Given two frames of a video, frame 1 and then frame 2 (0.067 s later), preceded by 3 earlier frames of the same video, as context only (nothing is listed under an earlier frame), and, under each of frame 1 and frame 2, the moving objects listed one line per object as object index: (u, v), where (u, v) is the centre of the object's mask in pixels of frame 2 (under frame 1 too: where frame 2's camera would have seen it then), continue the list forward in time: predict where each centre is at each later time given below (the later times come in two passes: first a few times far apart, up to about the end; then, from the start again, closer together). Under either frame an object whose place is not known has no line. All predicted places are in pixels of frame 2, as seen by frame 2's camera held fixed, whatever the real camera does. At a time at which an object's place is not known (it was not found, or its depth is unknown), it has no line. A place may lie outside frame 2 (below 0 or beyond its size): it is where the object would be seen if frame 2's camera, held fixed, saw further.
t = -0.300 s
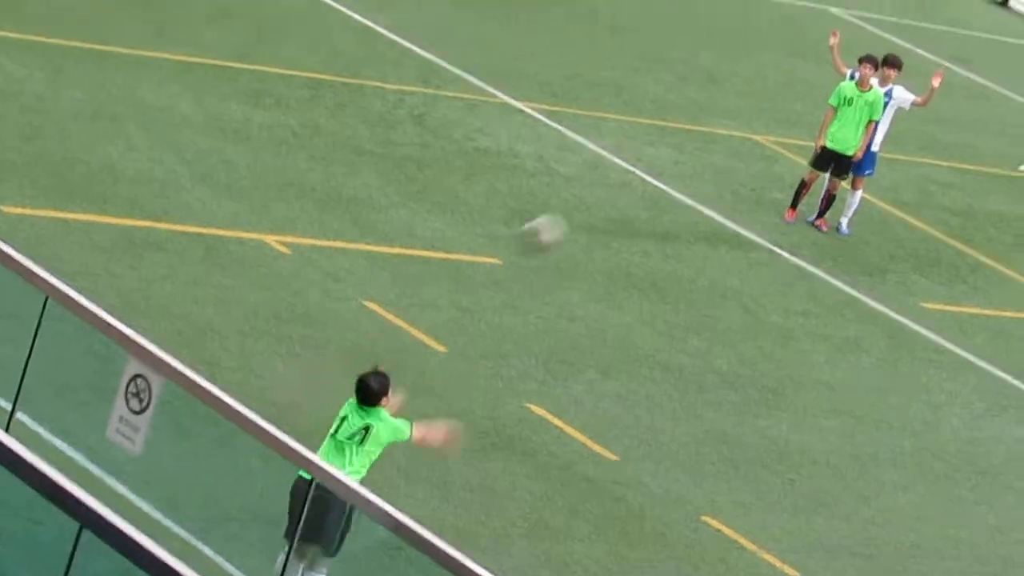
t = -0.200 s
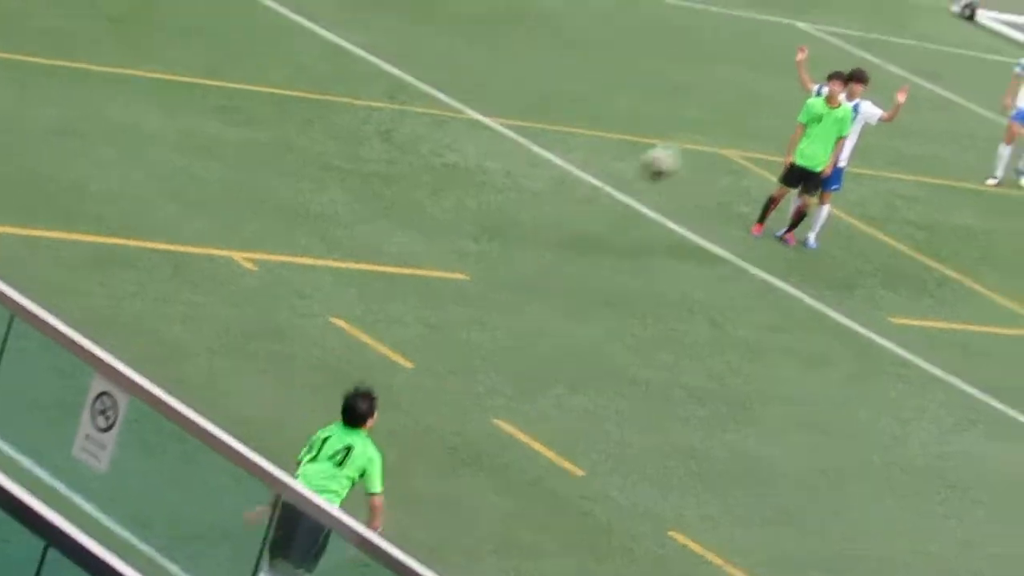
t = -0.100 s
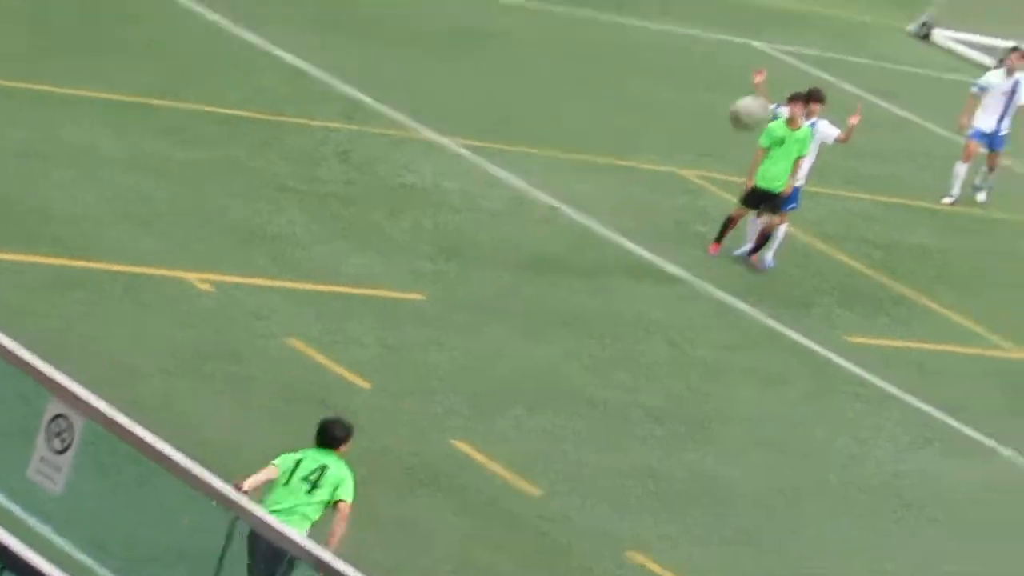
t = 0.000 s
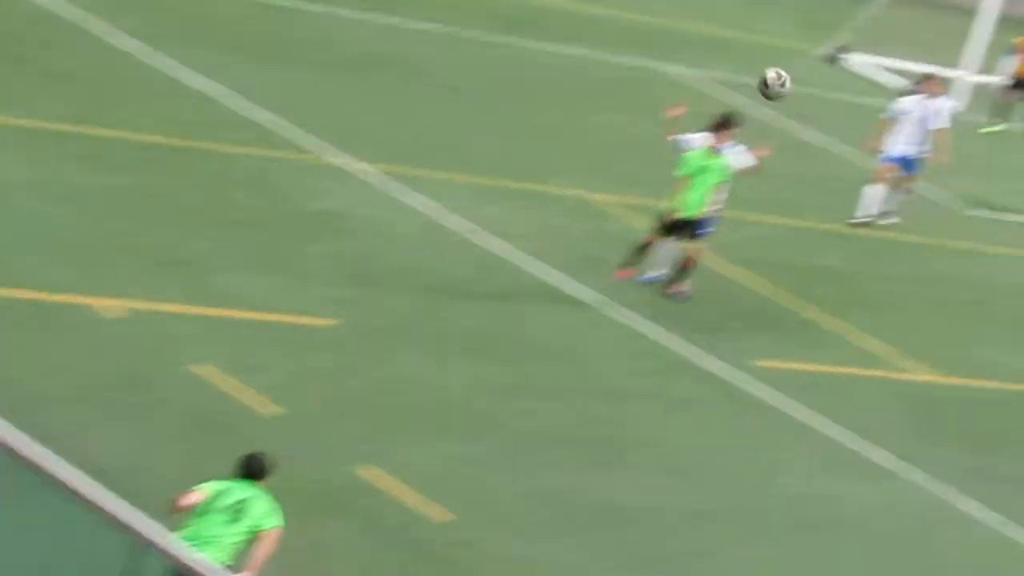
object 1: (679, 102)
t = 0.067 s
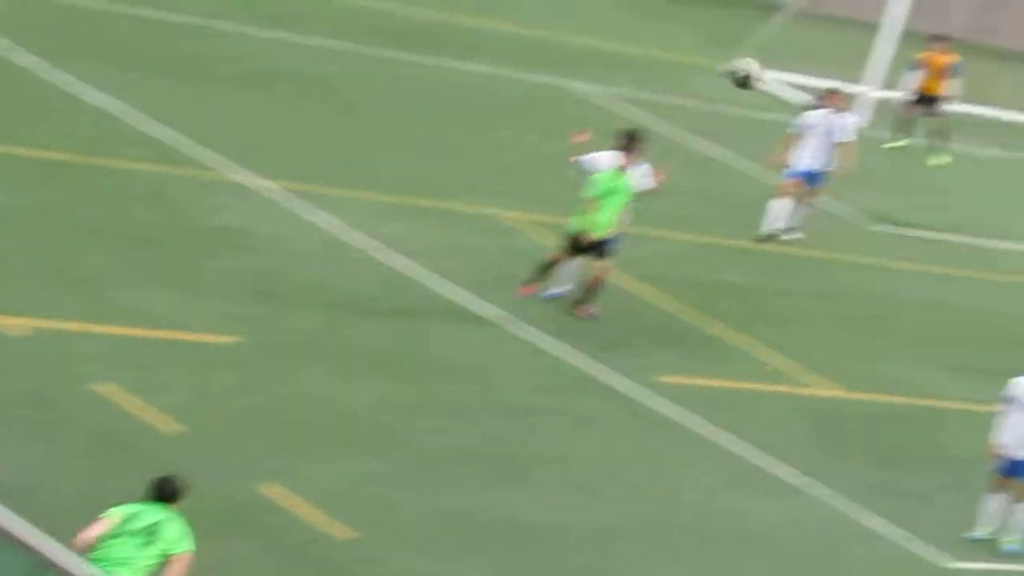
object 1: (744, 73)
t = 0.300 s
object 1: (936, 22)
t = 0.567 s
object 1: (1101, 41)
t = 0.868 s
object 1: (1210, 138)
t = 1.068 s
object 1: (1244, 239)
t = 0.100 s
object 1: (777, 61)
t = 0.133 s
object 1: (804, 51)
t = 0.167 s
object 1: (831, 42)
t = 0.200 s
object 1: (858, 33)
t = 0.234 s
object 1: (886, 30)
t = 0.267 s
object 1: (914, 25)
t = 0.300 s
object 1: (936, 22)
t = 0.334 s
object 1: (960, 19)
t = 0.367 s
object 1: (983, 19)
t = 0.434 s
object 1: (1027, 22)
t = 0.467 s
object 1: (1047, 25)
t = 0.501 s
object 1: (1066, 29)
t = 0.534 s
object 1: (1084, 34)
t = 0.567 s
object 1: (1101, 41)
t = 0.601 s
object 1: (1116, 48)
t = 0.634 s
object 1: (1131, 56)
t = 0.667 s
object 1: (1145, 64)
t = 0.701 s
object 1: (1158, 75)
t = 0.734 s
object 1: (1170, 85)
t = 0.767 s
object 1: (1182, 97)
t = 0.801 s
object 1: (1191, 109)
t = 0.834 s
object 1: (1201, 123)
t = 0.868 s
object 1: (1210, 138)
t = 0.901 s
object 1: (1219, 153)
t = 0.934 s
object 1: (1224, 169)
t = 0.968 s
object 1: (1230, 185)
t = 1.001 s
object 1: (1236, 203)
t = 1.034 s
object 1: (1242, 221)
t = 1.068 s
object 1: (1244, 239)
